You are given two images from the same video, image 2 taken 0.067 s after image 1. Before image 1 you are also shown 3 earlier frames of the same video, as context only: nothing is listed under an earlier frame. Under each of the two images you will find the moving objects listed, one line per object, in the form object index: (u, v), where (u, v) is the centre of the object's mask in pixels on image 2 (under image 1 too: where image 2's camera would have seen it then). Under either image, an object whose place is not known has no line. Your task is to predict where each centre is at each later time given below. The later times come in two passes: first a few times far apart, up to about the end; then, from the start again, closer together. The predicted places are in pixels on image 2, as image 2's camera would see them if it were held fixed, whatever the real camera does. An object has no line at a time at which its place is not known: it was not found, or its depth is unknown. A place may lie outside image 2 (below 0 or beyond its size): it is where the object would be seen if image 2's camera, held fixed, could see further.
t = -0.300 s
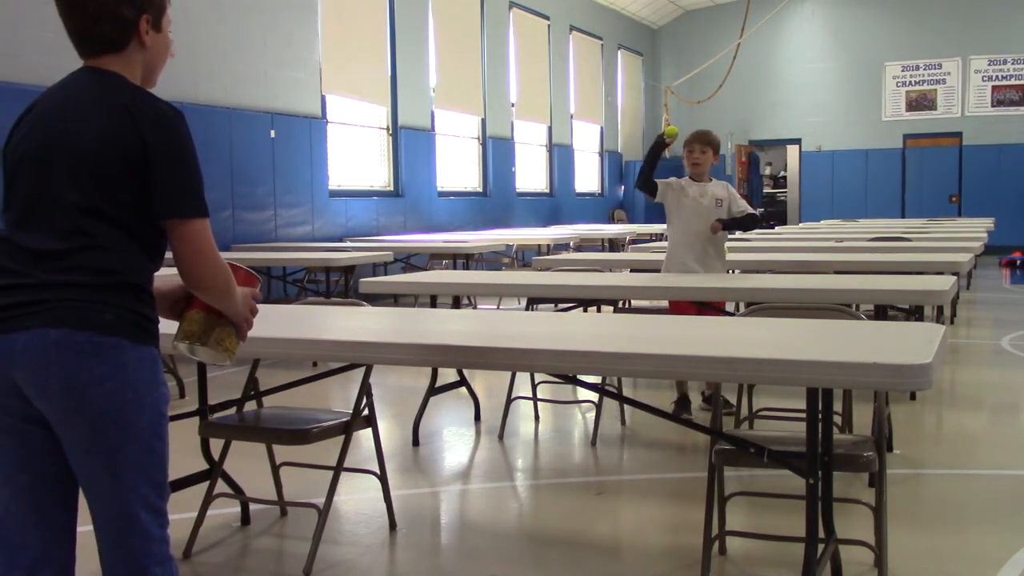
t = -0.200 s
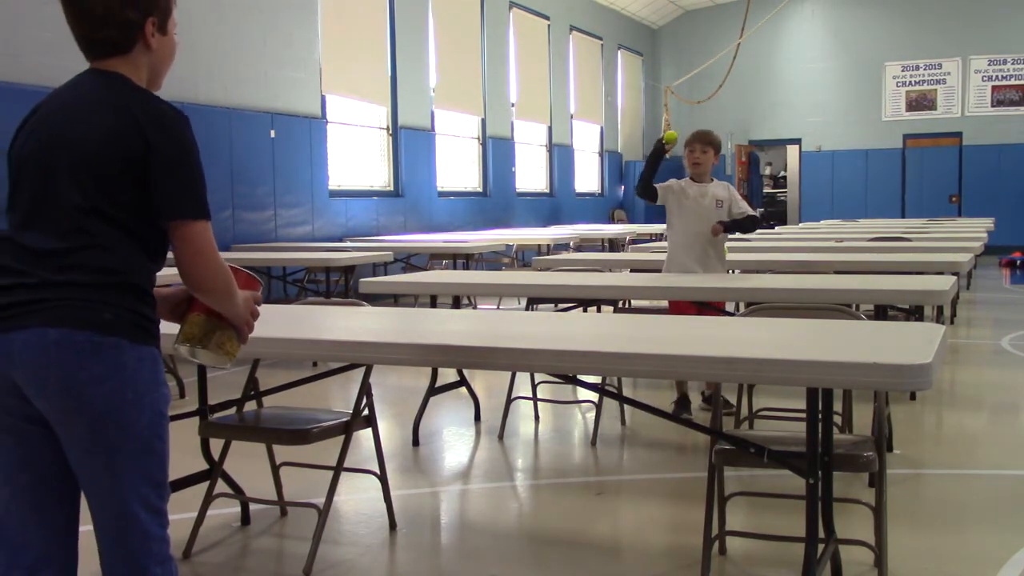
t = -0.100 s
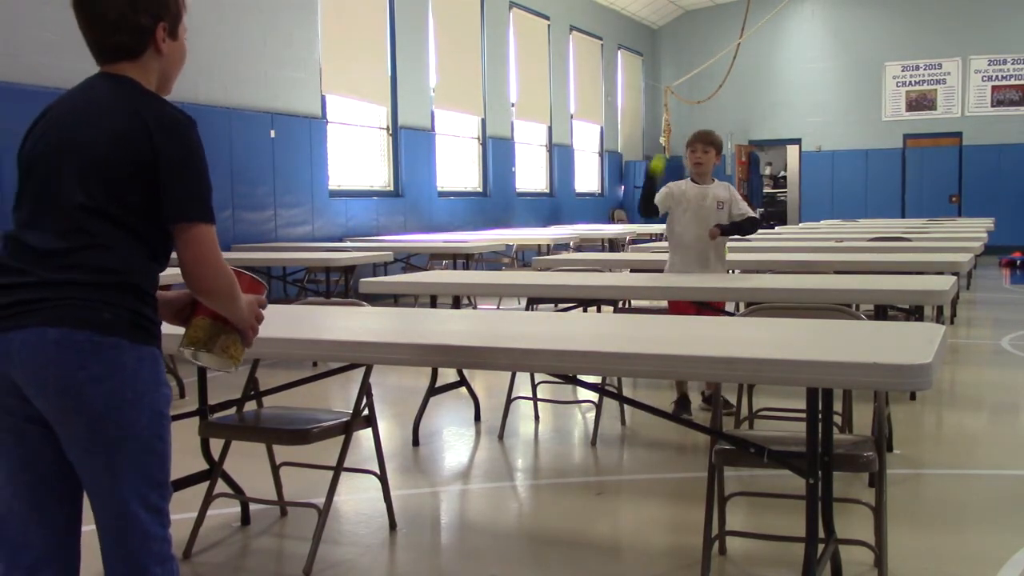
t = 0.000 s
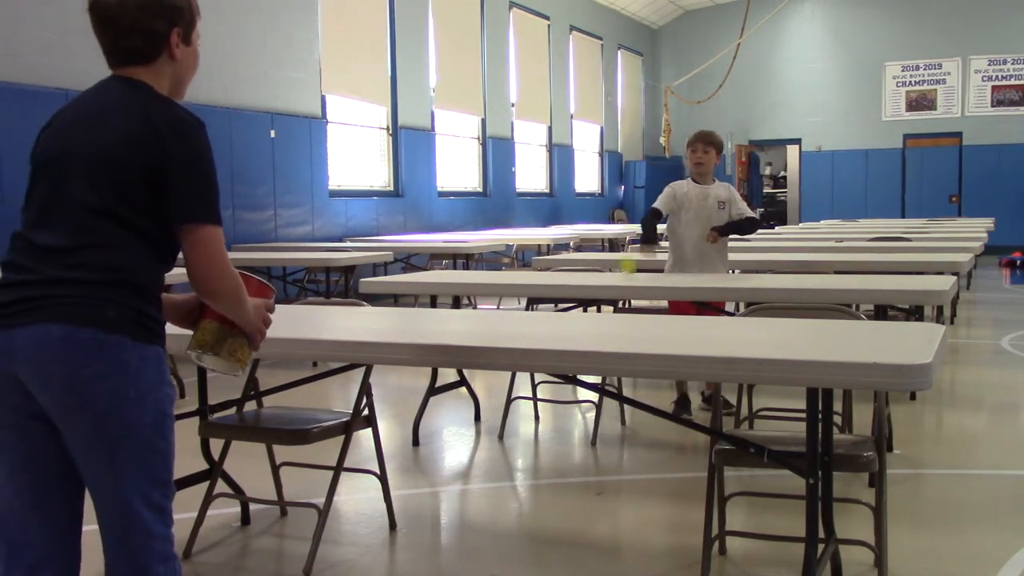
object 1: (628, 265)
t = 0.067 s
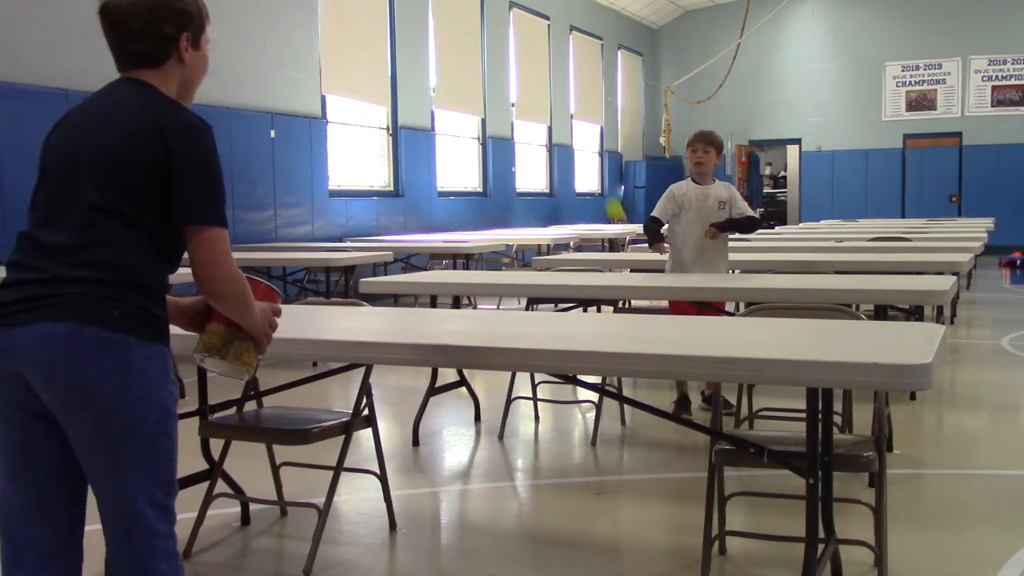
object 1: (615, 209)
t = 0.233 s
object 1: (578, 103)
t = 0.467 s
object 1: (518, 59)
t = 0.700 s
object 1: (446, 188)
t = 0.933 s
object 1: (352, 235)
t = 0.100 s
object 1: (608, 184)
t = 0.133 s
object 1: (601, 160)
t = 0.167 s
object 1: (594, 139)
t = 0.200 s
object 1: (584, 118)
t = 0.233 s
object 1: (578, 103)
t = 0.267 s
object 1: (569, 88)
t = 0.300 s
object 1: (561, 76)
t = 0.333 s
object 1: (553, 67)
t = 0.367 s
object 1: (544, 60)
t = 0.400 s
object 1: (535, 57)
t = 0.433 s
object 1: (527, 56)
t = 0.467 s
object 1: (518, 59)
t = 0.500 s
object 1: (508, 65)
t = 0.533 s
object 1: (499, 74)
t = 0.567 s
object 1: (489, 88)
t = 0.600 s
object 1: (479, 106)
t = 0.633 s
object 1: (469, 127)
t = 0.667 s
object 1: (458, 153)
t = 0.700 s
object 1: (446, 188)
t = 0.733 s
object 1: (436, 219)
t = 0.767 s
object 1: (425, 260)
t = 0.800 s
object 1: (413, 303)
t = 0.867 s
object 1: (384, 266)
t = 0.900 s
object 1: (369, 250)
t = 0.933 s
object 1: (352, 235)
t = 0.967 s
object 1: (336, 226)
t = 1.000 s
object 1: (319, 219)
